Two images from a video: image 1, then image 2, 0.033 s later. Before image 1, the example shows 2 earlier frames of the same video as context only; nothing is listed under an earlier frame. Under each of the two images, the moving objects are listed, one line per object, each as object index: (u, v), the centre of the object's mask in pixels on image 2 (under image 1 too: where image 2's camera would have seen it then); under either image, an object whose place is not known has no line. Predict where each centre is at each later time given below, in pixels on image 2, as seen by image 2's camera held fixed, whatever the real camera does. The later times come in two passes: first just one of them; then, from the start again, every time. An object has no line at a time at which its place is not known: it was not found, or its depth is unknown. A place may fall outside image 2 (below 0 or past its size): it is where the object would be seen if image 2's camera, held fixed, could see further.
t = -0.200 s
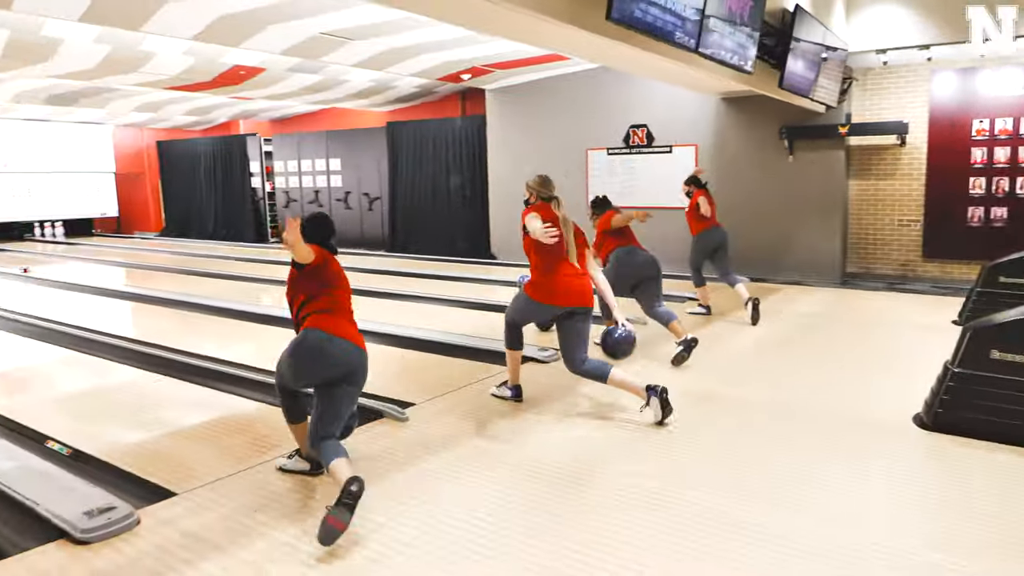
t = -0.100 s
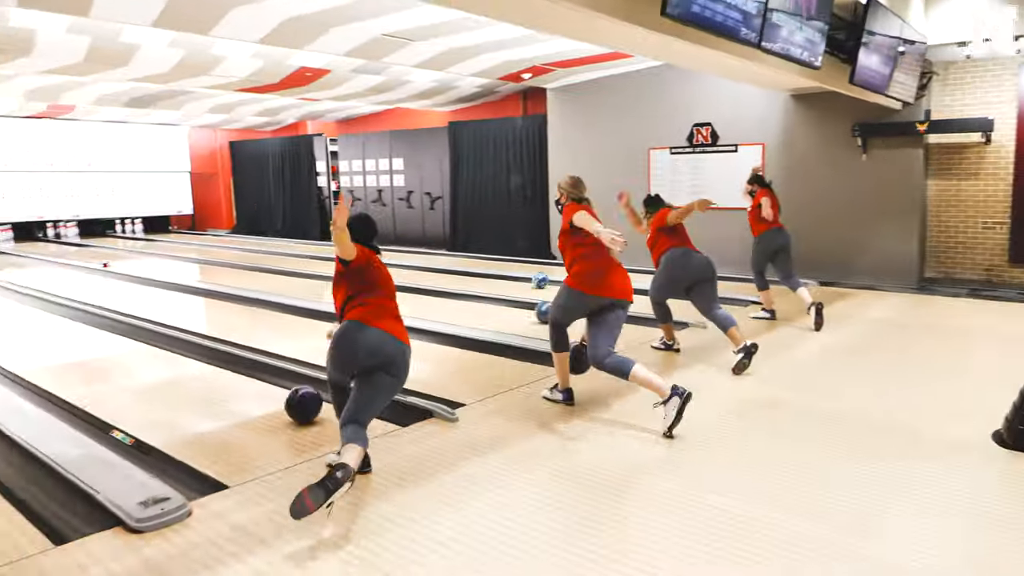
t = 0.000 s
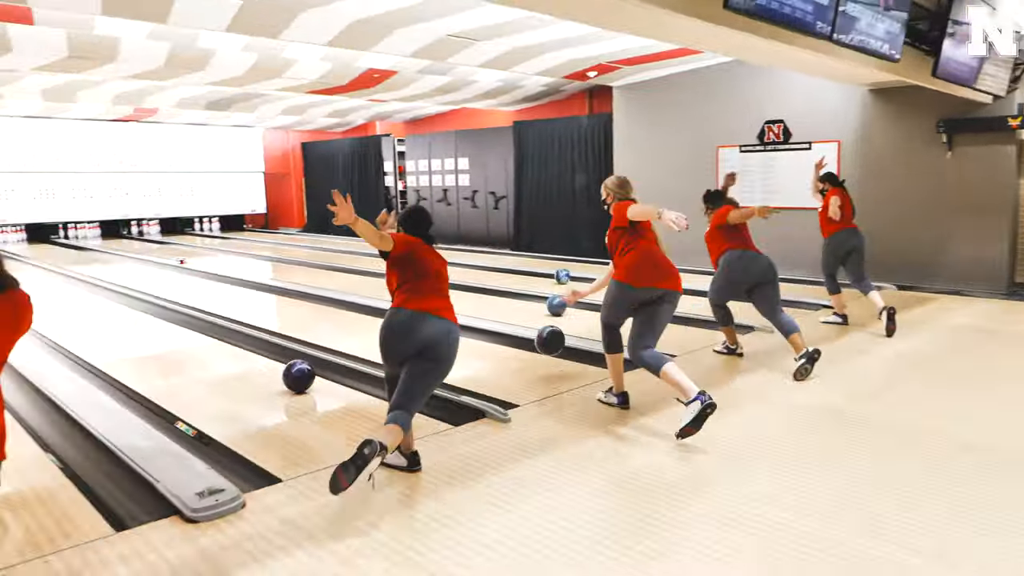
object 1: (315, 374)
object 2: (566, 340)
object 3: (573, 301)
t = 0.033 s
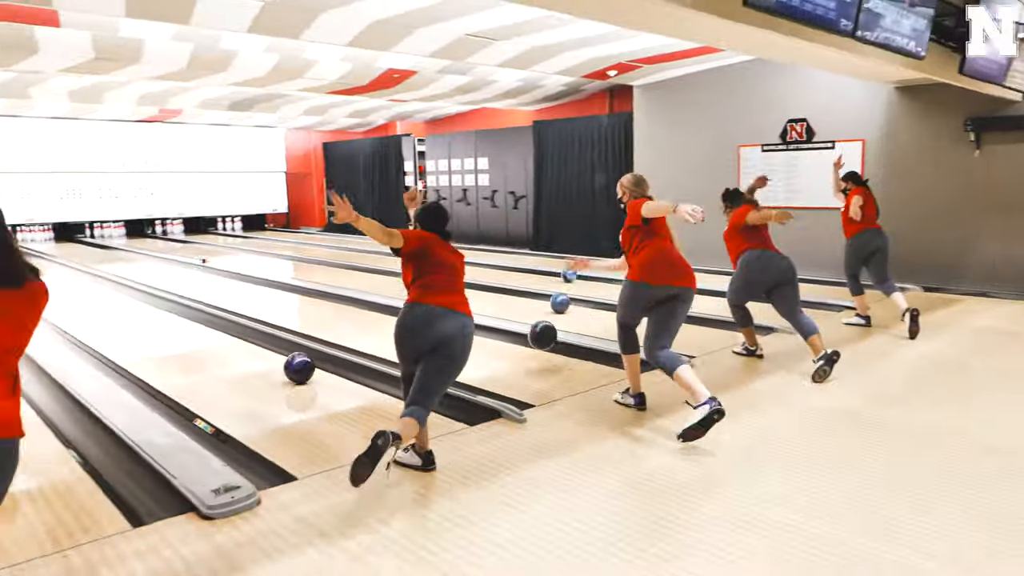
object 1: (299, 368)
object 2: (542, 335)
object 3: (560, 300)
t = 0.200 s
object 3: (498, 289)
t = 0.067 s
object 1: (284, 361)
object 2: (520, 331)
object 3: (546, 297)
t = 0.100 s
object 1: (270, 355)
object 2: (499, 328)
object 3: (533, 295)
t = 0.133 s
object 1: (256, 350)
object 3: (521, 293)
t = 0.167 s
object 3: (509, 291)
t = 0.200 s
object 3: (498, 289)
